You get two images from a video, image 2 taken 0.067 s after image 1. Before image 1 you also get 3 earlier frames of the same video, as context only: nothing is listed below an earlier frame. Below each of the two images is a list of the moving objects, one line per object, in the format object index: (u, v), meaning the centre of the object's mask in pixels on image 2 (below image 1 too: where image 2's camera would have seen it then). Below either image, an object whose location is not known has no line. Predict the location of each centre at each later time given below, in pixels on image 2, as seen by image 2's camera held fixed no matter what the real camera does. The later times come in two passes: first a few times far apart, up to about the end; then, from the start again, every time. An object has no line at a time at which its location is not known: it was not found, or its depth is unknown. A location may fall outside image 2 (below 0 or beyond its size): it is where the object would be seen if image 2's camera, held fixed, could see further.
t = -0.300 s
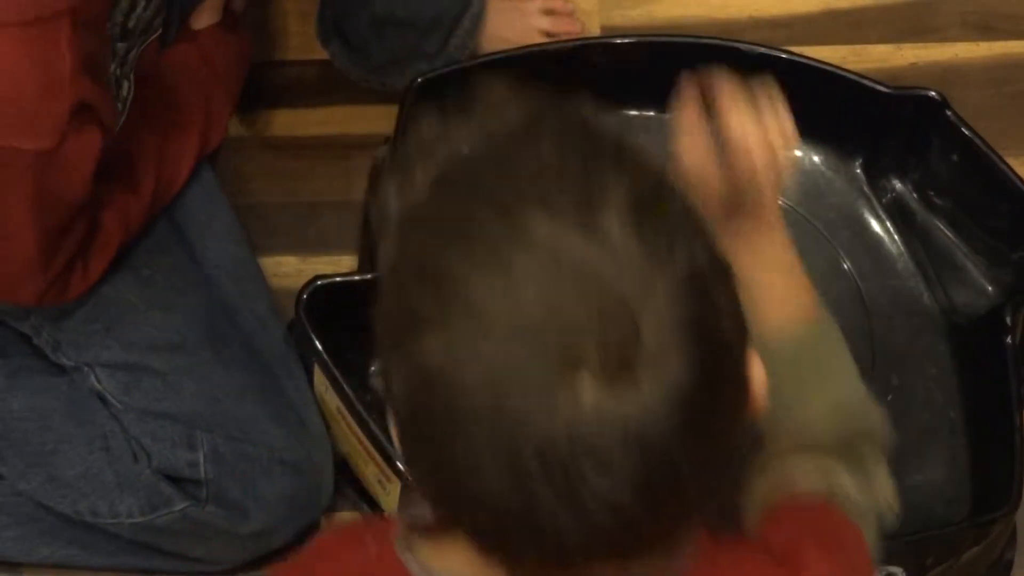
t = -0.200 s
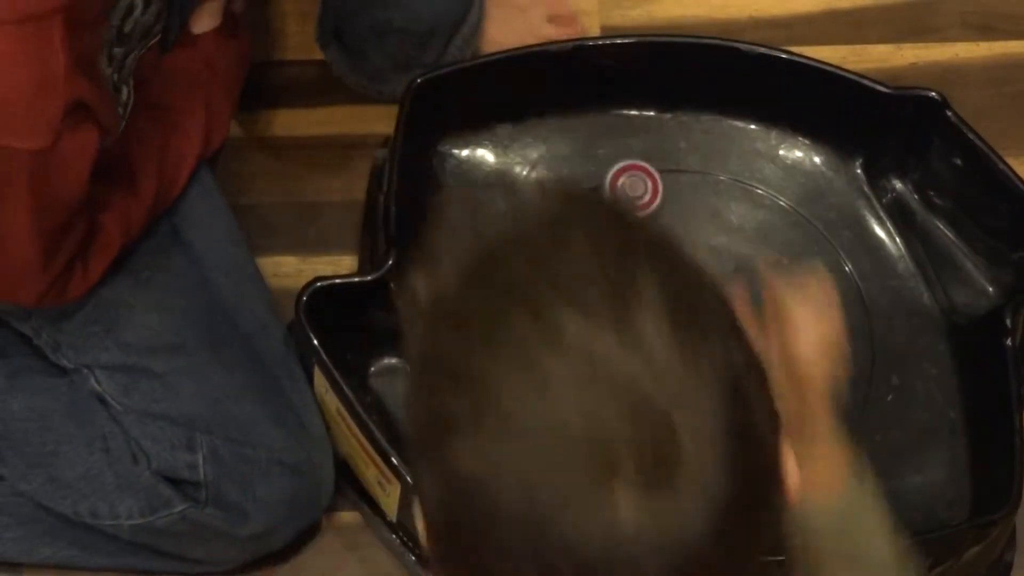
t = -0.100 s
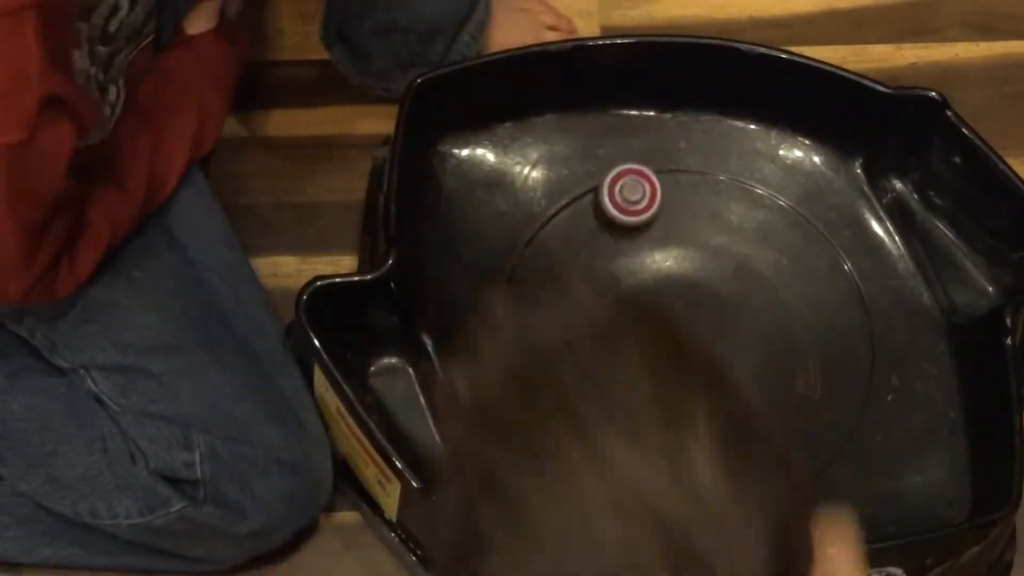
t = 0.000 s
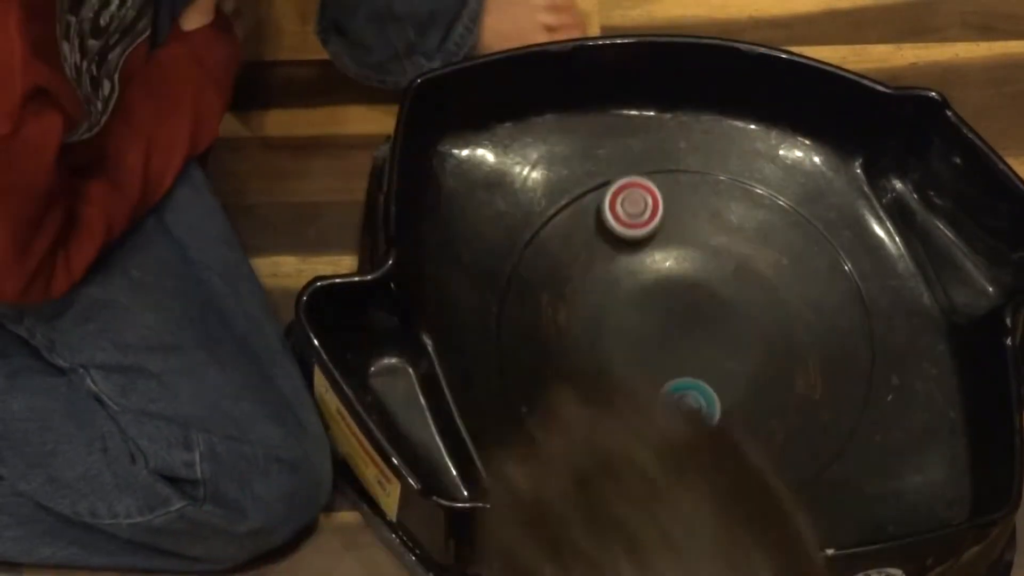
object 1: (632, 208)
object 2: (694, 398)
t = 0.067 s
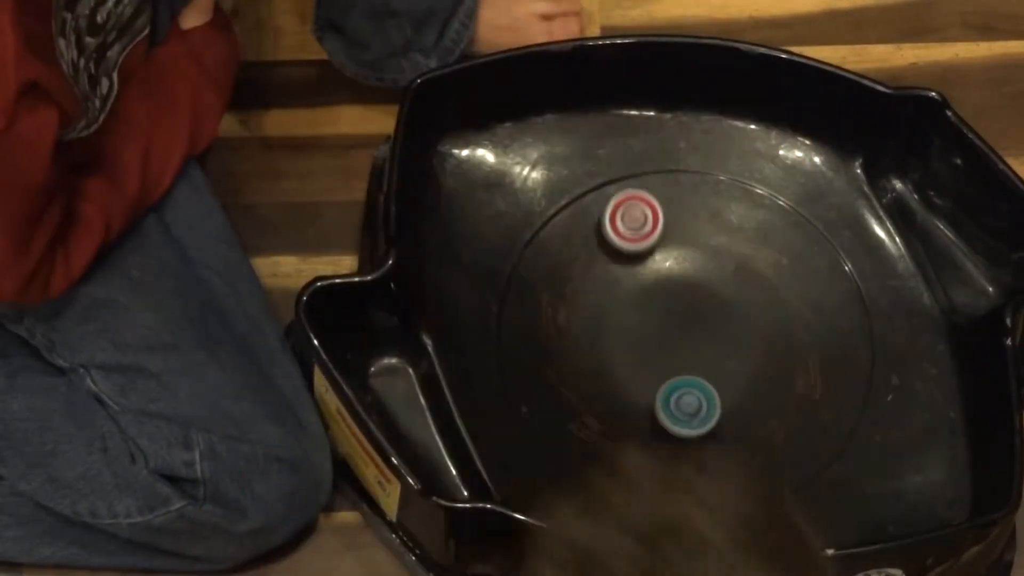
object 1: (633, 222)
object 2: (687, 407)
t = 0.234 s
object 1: (640, 263)
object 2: (684, 398)
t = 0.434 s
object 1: (655, 303)
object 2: (680, 385)
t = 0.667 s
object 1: (650, 302)
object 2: (684, 387)
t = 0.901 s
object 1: (628, 317)
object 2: (688, 383)
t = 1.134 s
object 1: (605, 326)
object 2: (690, 377)
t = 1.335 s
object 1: (593, 336)
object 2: (692, 371)
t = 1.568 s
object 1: (608, 346)
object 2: (695, 362)
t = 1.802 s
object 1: (625, 335)
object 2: (710, 356)
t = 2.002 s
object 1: (645, 324)
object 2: (729, 355)
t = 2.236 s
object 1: (671, 315)
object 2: (744, 358)
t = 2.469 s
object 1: (700, 313)
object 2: (750, 364)
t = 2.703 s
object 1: (694, 269)
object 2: (760, 387)
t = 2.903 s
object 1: (679, 260)
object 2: (748, 382)
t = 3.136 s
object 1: (664, 271)
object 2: (729, 371)
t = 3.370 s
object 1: (671, 289)
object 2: (719, 350)
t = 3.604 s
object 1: (664, 285)
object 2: (736, 347)
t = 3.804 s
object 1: (655, 284)
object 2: (752, 347)
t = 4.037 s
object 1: (650, 286)
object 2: (759, 352)
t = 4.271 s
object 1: (655, 290)
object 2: (751, 353)
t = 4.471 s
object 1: (666, 286)
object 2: (739, 347)
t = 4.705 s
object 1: (679, 282)
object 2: (732, 333)
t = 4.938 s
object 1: (678, 267)
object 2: (741, 327)
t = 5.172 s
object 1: (660, 267)
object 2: (751, 326)
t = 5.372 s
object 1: (659, 281)
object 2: (753, 327)
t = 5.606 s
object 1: (673, 295)
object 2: (746, 326)
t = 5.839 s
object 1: (665, 296)
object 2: (750, 327)
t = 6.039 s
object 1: (651, 294)
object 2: (752, 323)
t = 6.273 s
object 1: (639, 292)
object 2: (748, 318)
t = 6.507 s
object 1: (637, 295)
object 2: (741, 310)
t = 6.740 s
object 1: (650, 296)
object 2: (738, 300)
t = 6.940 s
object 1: (665, 295)
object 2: (735, 290)
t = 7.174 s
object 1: (606, 291)
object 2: (774, 293)
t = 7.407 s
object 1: (593, 301)
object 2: (762, 303)
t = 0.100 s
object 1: (633, 230)
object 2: (687, 405)
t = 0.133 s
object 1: (634, 238)
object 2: (687, 403)
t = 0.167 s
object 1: (635, 247)
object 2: (686, 402)
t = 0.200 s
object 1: (637, 255)
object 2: (685, 400)
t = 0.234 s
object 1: (640, 263)
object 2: (684, 398)
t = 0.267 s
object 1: (642, 271)
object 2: (683, 396)
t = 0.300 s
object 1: (644, 278)
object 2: (683, 394)
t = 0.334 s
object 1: (646, 284)
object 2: (682, 392)
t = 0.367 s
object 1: (649, 291)
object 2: (681, 390)
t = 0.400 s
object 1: (653, 296)
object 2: (681, 387)
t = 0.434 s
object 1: (655, 303)
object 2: (680, 385)
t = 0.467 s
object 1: (657, 308)
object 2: (680, 382)
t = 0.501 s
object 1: (658, 313)
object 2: (680, 380)
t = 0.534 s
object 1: (657, 315)
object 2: (680, 380)
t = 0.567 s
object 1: (655, 310)
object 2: (682, 386)
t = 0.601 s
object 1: (653, 305)
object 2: (682, 388)
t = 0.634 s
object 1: (652, 302)
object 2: (683, 387)
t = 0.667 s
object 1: (650, 302)
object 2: (684, 387)
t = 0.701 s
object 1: (648, 305)
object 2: (685, 386)
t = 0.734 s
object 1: (645, 307)
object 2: (686, 386)
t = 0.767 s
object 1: (642, 310)
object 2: (686, 385)
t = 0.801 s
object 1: (639, 312)
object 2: (687, 384)
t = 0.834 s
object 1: (635, 314)
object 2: (687, 384)
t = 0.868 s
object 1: (632, 316)
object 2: (688, 383)
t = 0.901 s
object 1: (628, 317)
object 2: (688, 383)
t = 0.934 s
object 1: (625, 319)
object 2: (689, 382)
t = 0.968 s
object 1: (621, 320)
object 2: (689, 381)
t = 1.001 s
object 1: (617, 321)
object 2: (689, 381)
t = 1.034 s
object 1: (614, 322)
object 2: (690, 380)
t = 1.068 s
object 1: (611, 323)
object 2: (690, 379)
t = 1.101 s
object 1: (608, 325)
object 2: (690, 378)
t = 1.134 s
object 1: (605, 326)
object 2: (690, 377)
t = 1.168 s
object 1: (602, 328)
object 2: (690, 377)
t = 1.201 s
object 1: (600, 329)
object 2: (691, 376)
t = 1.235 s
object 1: (598, 331)
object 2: (691, 375)
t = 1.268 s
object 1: (596, 332)
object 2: (691, 374)
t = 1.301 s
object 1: (594, 334)
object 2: (692, 372)
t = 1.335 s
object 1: (593, 336)
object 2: (692, 371)
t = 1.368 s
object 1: (593, 337)
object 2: (692, 370)
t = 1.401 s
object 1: (593, 339)
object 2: (693, 369)
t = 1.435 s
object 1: (595, 341)
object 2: (693, 367)
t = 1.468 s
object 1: (597, 343)
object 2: (693, 366)
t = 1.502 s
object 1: (600, 344)
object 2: (694, 365)
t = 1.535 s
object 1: (604, 345)
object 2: (694, 363)
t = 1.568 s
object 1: (608, 346)
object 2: (695, 362)
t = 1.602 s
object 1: (612, 346)
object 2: (695, 360)
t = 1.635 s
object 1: (616, 346)
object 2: (696, 359)
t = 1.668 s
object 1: (620, 345)
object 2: (696, 357)
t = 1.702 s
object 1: (624, 343)
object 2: (697, 356)
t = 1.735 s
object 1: (628, 342)
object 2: (698, 354)
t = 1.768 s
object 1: (629, 339)
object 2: (703, 354)
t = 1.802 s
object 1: (625, 335)
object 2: (710, 356)
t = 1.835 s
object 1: (626, 332)
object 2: (714, 356)
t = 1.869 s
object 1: (629, 330)
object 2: (717, 355)
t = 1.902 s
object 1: (633, 328)
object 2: (720, 355)
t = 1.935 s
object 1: (637, 327)
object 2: (723, 355)
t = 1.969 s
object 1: (641, 325)
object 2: (726, 355)
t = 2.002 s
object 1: (645, 324)
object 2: (729, 355)
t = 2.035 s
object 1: (648, 323)
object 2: (731, 355)
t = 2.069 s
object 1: (652, 321)
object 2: (734, 356)
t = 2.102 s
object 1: (656, 320)
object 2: (736, 356)
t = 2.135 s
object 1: (660, 319)
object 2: (738, 357)
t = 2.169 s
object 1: (664, 317)
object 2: (741, 357)
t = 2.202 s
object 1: (667, 316)
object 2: (742, 358)
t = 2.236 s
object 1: (671, 315)
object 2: (744, 358)
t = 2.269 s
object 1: (675, 314)
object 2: (745, 359)
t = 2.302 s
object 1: (680, 313)
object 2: (747, 360)
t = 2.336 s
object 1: (683, 313)
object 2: (748, 361)
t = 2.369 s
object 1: (688, 313)
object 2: (749, 361)
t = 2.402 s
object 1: (692, 313)
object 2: (749, 362)
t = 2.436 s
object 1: (696, 313)
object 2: (750, 363)
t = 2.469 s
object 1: (700, 313)
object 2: (750, 364)
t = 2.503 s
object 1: (704, 313)
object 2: (750, 364)
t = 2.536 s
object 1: (705, 308)
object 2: (753, 371)
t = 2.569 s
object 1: (701, 295)
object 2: (758, 383)
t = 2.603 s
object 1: (698, 285)
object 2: (760, 388)
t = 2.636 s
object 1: (696, 276)
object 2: (760, 388)
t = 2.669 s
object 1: (695, 271)
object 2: (760, 388)
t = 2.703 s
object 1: (694, 269)
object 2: (760, 387)
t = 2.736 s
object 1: (692, 266)
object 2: (759, 387)
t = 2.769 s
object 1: (690, 264)
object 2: (758, 386)
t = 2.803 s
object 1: (687, 263)
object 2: (756, 385)
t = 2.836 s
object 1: (684, 261)
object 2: (753, 385)
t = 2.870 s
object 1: (682, 260)
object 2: (751, 383)
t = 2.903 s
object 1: (679, 260)
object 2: (748, 382)
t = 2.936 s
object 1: (676, 259)
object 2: (745, 381)
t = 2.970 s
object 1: (673, 260)
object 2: (743, 380)
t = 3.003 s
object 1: (670, 261)
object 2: (740, 379)
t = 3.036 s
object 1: (668, 263)
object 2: (737, 377)
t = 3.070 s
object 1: (666, 266)
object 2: (734, 375)
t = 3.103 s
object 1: (664, 268)
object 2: (731, 373)
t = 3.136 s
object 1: (664, 271)
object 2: (729, 371)
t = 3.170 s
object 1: (664, 274)
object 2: (727, 368)
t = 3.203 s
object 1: (665, 276)
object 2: (724, 366)
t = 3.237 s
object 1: (666, 279)
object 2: (723, 363)
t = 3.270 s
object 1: (667, 282)
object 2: (722, 359)
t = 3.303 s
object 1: (669, 285)
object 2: (720, 357)
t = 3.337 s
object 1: (670, 287)
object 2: (720, 353)
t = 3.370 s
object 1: (671, 289)
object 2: (719, 350)
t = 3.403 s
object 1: (673, 292)
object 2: (719, 347)
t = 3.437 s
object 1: (674, 294)
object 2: (720, 344)
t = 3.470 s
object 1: (672, 291)
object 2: (725, 347)
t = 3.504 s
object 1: (669, 287)
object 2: (728, 349)
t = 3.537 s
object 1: (667, 286)
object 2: (730, 348)
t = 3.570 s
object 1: (666, 285)
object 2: (734, 347)
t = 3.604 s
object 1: (664, 285)
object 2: (736, 347)
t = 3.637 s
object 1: (663, 285)
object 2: (739, 346)
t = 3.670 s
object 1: (661, 284)
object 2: (742, 346)
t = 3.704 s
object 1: (660, 284)
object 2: (745, 346)
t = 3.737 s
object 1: (658, 284)
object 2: (747, 346)
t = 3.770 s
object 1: (657, 284)
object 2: (750, 347)
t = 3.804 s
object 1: (655, 284)
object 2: (752, 347)
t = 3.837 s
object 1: (654, 284)
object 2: (754, 348)
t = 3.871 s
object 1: (653, 285)
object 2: (755, 349)
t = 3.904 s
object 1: (652, 285)
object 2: (757, 350)
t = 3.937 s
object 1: (651, 285)
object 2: (758, 350)
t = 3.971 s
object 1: (651, 286)
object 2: (758, 351)
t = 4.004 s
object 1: (651, 286)
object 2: (759, 351)
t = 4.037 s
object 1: (650, 286)
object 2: (759, 352)
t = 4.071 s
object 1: (650, 287)
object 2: (759, 352)
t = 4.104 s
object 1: (651, 287)
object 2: (758, 352)
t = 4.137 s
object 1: (651, 288)
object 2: (757, 353)
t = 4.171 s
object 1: (652, 288)
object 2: (755, 353)
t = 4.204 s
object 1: (652, 289)
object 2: (754, 353)
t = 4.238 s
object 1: (653, 290)
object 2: (752, 353)
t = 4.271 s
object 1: (655, 290)
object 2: (751, 353)
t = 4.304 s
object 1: (658, 289)
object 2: (749, 352)
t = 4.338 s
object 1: (660, 289)
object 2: (748, 352)
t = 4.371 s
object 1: (662, 288)
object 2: (746, 351)
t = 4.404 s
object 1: (663, 288)
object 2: (744, 350)
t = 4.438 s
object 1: (665, 287)
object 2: (742, 349)
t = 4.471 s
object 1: (666, 286)
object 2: (739, 347)
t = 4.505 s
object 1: (668, 286)
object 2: (738, 346)
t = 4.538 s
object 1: (670, 286)
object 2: (736, 344)
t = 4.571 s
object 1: (671, 285)
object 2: (735, 342)
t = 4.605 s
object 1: (674, 284)
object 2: (734, 340)
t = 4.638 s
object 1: (675, 283)
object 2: (733, 338)
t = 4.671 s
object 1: (677, 282)
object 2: (732, 336)
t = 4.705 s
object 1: (679, 282)
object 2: (732, 333)
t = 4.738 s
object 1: (681, 281)
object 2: (731, 331)
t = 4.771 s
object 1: (683, 281)
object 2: (732, 329)
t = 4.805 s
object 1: (684, 280)
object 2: (732, 327)
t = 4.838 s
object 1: (684, 275)
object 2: (735, 329)
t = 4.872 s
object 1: (682, 271)
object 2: (737, 329)
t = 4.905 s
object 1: (680, 269)
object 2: (739, 327)
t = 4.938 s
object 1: (678, 267)
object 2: (741, 327)
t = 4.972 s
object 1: (675, 266)
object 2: (743, 326)
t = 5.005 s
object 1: (673, 265)
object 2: (744, 326)
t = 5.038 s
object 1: (670, 264)
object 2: (746, 326)
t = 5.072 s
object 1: (667, 264)
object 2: (748, 325)
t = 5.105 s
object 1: (665, 264)
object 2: (749, 325)
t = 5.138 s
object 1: (662, 265)
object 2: (750, 326)
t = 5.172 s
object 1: (660, 267)
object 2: (751, 326)
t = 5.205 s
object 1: (658, 269)
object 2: (752, 326)
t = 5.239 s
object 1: (657, 271)
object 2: (753, 326)
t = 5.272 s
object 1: (656, 274)
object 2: (753, 327)
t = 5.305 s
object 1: (657, 276)
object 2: (753, 327)
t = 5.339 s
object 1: (658, 279)
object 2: (753, 327)
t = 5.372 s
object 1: (659, 281)
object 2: (753, 327)
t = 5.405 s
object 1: (661, 283)
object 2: (752, 328)
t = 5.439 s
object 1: (663, 285)
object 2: (751, 328)
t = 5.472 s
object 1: (665, 287)
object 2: (751, 328)
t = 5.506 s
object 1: (667, 289)
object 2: (750, 327)
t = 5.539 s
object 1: (669, 291)
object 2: (748, 327)
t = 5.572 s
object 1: (671, 292)
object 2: (747, 327)
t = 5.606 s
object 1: (673, 295)
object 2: (746, 326)
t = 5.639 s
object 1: (674, 296)
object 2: (745, 326)
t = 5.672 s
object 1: (676, 298)
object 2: (744, 325)
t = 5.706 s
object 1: (677, 300)
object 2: (742, 324)
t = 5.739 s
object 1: (675, 300)
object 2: (746, 325)
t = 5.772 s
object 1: (669, 297)
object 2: (750, 328)
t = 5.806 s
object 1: (667, 297)
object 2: (750, 327)
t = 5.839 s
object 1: (665, 296)
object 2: (750, 327)
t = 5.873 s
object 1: (662, 296)
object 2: (751, 326)
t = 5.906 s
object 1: (660, 296)
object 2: (751, 325)
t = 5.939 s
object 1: (658, 296)
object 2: (752, 325)
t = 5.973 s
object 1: (656, 295)
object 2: (752, 324)
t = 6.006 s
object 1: (653, 295)
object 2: (752, 323)
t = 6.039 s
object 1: (651, 294)
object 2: (752, 323)
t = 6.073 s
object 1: (649, 294)
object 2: (751, 322)
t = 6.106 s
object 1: (647, 293)
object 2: (751, 321)
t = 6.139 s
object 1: (645, 293)
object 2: (750, 321)
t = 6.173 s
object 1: (644, 292)
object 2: (750, 320)
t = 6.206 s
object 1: (642, 292)
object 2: (749, 319)
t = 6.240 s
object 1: (641, 292)
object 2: (748, 318)
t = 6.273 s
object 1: (639, 292)
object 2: (748, 318)
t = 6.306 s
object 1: (638, 292)
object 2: (746, 316)
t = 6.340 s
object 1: (637, 292)
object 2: (746, 316)
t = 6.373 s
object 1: (637, 293)
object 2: (745, 314)
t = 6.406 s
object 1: (636, 293)
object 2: (744, 313)
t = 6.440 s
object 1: (636, 293)
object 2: (743, 312)
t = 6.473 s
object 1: (636, 294)
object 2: (742, 311)
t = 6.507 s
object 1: (637, 295)
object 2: (741, 310)
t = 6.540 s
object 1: (638, 295)
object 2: (741, 308)
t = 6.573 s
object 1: (639, 296)
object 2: (740, 307)
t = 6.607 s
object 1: (641, 296)
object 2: (739, 305)
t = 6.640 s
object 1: (643, 296)
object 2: (739, 304)
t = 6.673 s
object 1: (646, 296)
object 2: (739, 303)
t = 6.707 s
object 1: (648, 296)
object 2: (739, 301)
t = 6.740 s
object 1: (650, 296)
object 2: (738, 300)
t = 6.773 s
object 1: (653, 296)
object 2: (738, 298)
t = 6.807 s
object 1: (655, 296)
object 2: (738, 297)
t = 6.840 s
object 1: (658, 295)
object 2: (737, 295)
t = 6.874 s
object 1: (660, 295)
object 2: (737, 293)
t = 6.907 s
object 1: (663, 295)
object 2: (736, 292)
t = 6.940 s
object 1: (665, 295)
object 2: (735, 290)
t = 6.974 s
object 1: (667, 295)
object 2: (735, 290)
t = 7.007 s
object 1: (652, 292)
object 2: (753, 291)
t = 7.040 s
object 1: (632, 290)
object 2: (765, 292)
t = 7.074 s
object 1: (619, 289)
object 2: (770, 294)
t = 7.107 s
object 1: (611, 288)
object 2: (770, 293)
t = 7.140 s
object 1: (608, 289)
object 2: (773, 292)
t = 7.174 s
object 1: (606, 291)
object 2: (774, 293)
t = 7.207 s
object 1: (603, 293)
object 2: (774, 294)
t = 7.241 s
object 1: (601, 294)
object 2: (773, 295)
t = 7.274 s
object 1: (598, 295)
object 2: (772, 296)
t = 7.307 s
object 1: (596, 297)
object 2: (771, 298)
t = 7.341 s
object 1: (595, 298)
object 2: (768, 300)
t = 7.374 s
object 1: (594, 299)
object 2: (765, 302)
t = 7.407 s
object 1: (593, 301)
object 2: (762, 303)
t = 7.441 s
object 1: (593, 303)
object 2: (756, 305)
